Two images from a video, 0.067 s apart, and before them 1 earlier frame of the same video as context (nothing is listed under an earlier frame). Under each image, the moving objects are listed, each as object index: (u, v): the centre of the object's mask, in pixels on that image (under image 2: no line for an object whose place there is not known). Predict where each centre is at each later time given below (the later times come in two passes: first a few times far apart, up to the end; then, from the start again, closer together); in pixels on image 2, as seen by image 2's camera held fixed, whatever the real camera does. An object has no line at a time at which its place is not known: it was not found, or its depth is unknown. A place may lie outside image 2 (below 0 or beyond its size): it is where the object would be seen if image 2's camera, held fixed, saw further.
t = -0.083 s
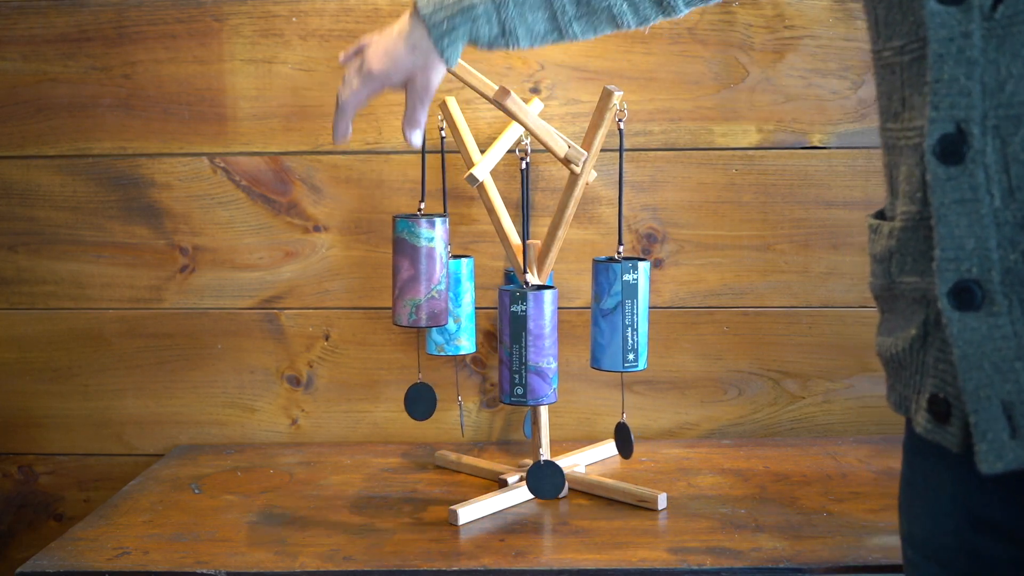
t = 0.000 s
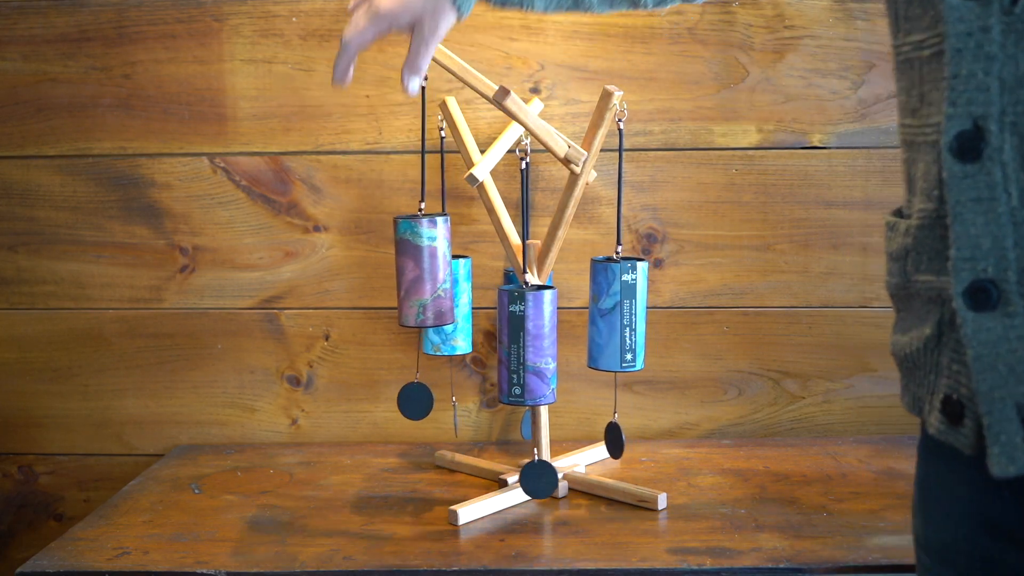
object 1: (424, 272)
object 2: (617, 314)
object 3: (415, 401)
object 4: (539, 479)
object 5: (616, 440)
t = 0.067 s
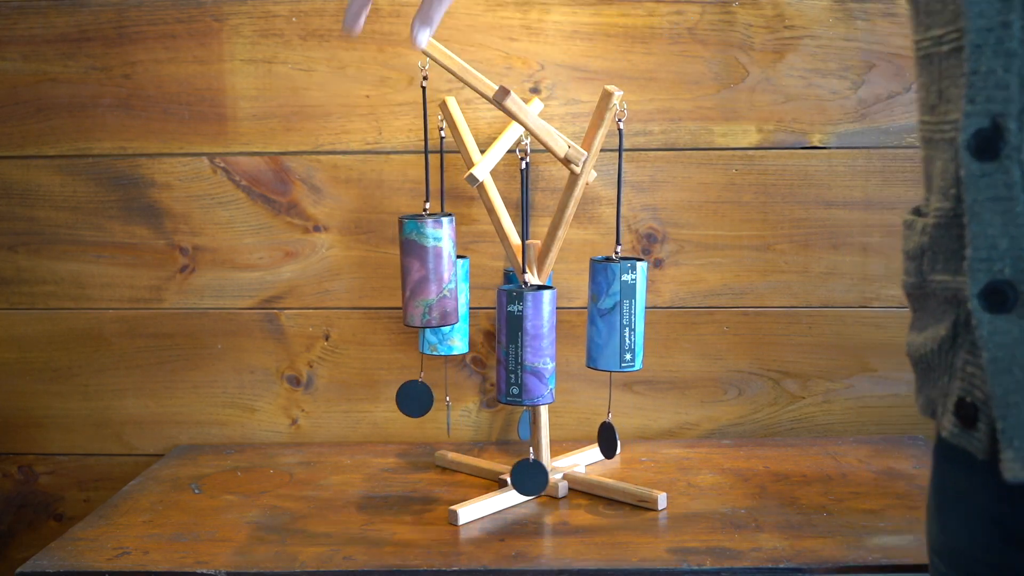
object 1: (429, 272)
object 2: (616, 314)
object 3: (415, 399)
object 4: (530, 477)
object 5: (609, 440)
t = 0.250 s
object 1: (438, 272)
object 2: (618, 314)
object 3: (437, 391)
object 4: (515, 470)
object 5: (607, 441)
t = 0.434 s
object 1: (434, 272)
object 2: (623, 314)
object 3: (454, 389)
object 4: (516, 470)
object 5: (625, 441)
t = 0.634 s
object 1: (424, 273)
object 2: (627, 314)
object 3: (435, 397)
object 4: (537, 476)
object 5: (643, 439)
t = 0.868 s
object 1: (419, 272)
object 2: (622, 314)
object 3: (395, 398)
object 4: (534, 477)
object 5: (626, 440)
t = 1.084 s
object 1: (427, 272)
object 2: (616, 314)
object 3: (425, 396)
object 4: (520, 474)
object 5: (607, 441)
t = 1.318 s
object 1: (435, 272)
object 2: (618, 314)
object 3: (459, 392)
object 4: (524, 475)
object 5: (618, 441)
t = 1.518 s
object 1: (432, 272)
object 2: (624, 314)
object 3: (439, 395)
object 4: (529, 476)
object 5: (636, 439)
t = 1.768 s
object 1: (421, 272)
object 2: (626, 314)
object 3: (402, 394)
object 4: (525, 474)
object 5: (629, 440)
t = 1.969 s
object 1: (420, 272)
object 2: (620, 314)
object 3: (419, 398)
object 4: (528, 475)
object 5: (615, 441)
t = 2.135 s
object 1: (427, 271)
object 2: (616, 314)
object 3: (438, 398)
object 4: (534, 478)
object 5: (613, 441)
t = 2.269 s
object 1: (433, 271)
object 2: (616, 314)
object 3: (443, 396)
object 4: (532, 476)
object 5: (617, 440)
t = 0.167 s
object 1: (434, 272)
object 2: (616, 314)
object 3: (424, 395)
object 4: (518, 473)
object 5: (605, 439)
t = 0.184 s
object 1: (435, 272)
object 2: (616, 314)
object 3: (427, 394)
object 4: (517, 472)
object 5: (604, 439)
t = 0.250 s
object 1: (438, 272)
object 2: (618, 314)
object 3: (437, 391)
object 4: (515, 470)
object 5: (607, 441)
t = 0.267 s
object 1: (438, 272)
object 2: (618, 314)
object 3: (439, 390)
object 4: (514, 470)
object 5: (608, 441)
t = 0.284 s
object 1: (438, 272)
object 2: (618, 314)
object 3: (441, 390)
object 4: (513, 469)
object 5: (608, 441)
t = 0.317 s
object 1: (437, 272)
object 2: (619, 314)
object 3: (445, 389)
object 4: (512, 469)
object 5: (610, 440)
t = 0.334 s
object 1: (437, 272)
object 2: (620, 314)
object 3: (446, 389)
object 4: (512, 469)
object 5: (612, 440)
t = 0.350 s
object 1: (437, 272)
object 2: (620, 314)
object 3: (448, 388)
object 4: (512, 468)
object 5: (614, 441)
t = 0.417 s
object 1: (435, 272)
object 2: (622, 313)
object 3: (453, 389)
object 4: (515, 469)
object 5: (622, 440)
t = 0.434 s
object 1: (434, 272)
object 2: (623, 314)
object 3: (454, 389)
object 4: (516, 470)
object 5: (625, 441)
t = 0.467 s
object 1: (433, 272)
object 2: (624, 313)
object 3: (454, 390)
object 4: (519, 471)
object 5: (629, 441)
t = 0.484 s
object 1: (432, 272)
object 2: (625, 313)
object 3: (454, 391)
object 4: (523, 472)
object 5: (631, 440)
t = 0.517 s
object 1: (430, 272)
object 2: (625, 314)
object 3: (453, 391)
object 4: (525, 473)
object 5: (634, 440)
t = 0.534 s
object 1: (429, 272)
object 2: (626, 313)
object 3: (451, 392)
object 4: (527, 474)
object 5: (636, 440)
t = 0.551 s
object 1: (428, 272)
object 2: (626, 313)
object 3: (450, 393)
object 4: (529, 474)
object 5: (637, 440)
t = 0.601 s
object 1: (425, 273)
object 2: (627, 314)
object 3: (442, 395)
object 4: (535, 475)
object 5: (641, 440)
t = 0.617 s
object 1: (425, 273)
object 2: (627, 314)
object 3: (438, 396)
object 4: (536, 476)
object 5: (642, 439)
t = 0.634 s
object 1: (424, 273)
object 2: (627, 314)
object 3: (435, 397)
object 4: (537, 476)
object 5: (643, 439)
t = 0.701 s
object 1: (421, 272)
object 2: (626, 314)
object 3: (419, 399)
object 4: (540, 477)
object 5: (643, 439)
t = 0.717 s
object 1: (420, 273)
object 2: (626, 314)
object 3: (415, 399)
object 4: (540, 478)
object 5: (642, 439)
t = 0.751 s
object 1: (419, 273)
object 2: (626, 314)
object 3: (409, 399)
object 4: (540, 478)
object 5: (640, 439)
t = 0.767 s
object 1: (419, 273)
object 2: (625, 314)
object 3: (406, 399)
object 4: (539, 478)
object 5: (638, 439)
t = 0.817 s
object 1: (419, 273)
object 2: (624, 314)
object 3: (399, 398)
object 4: (537, 478)
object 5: (633, 440)
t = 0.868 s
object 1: (419, 272)
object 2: (622, 314)
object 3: (395, 398)
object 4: (534, 477)
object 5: (626, 440)
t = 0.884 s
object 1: (419, 272)
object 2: (622, 314)
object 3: (395, 397)
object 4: (533, 477)
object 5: (624, 440)
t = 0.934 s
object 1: (420, 272)
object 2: (620, 314)
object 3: (397, 397)
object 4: (528, 476)
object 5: (618, 441)
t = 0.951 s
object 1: (421, 272)
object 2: (620, 314)
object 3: (399, 397)
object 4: (527, 476)
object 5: (616, 440)
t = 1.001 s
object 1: (423, 272)
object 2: (618, 314)
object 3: (407, 396)
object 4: (523, 475)
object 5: (610, 441)
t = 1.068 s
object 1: (426, 272)
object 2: (617, 314)
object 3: (421, 396)
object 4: (520, 474)
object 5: (607, 441)
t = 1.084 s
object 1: (427, 272)
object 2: (616, 314)
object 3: (425, 396)
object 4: (520, 474)
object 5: (607, 441)
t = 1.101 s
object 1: (428, 272)
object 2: (616, 314)
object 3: (428, 396)
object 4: (520, 474)
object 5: (606, 441)
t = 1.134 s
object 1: (429, 272)
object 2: (616, 314)
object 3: (436, 395)
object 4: (519, 473)
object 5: (606, 441)
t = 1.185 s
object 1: (432, 272)
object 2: (616, 314)
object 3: (445, 394)
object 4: (520, 473)
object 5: (606, 440)
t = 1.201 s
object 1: (432, 272)
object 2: (616, 314)
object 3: (448, 394)
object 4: (520, 473)
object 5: (607, 440)
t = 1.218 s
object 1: (433, 272)
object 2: (616, 314)
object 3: (451, 394)
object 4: (520, 473)
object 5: (608, 440)
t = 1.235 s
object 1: (433, 272)
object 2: (616, 314)
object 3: (453, 393)
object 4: (521, 474)
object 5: (609, 441)
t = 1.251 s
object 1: (434, 272)
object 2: (616, 314)
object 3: (455, 393)
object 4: (521, 474)
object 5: (610, 441)
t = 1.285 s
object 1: (435, 272)
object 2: (617, 314)
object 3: (458, 393)
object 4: (522, 474)
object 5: (613, 441)
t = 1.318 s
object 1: (435, 272)
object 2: (618, 314)
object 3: (459, 392)
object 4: (524, 475)
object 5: (618, 441)
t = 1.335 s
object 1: (435, 272)
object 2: (618, 313)
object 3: (459, 392)
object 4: (525, 475)
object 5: (620, 440)
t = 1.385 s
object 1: (435, 272)
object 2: (620, 314)
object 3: (458, 393)
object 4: (527, 475)
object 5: (625, 440)
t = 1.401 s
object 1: (435, 272)
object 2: (620, 314)
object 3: (457, 393)
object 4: (528, 475)
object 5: (627, 440)
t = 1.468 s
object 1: (434, 272)
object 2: (622, 314)
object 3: (448, 394)
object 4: (530, 476)
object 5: (633, 439)
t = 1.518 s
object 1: (432, 272)
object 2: (624, 314)
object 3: (439, 395)
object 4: (529, 476)
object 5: (636, 439)
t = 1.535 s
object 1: (431, 272)
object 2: (624, 314)
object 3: (435, 395)
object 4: (529, 476)
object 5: (637, 439)
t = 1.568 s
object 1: (429, 271)
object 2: (625, 314)
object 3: (428, 394)
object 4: (528, 475)
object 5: (638, 439)
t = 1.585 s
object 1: (429, 272)
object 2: (626, 314)
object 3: (424, 394)
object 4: (528, 475)
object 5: (638, 439)
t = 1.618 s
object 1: (427, 272)
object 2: (626, 314)
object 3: (418, 394)
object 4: (527, 475)
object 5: (638, 439)
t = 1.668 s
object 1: (425, 272)
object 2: (626, 314)
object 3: (410, 394)
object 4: (526, 475)
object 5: (636, 439)
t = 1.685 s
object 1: (424, 272)
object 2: (626, 314)
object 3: (408, 394)
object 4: (526, 475)
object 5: (635, 440)
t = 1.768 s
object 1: (421, 272)
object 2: (626, 314)
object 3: (402, 394)
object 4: (525, 474)
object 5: (629, 440)
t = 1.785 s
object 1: (420, 272)
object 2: (626, 314)
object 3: (402, 394)
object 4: (524, 474)
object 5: (628, 440)
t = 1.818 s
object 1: (419, 272)
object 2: (625, 314)
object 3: (403, 395)
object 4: (524, 474)
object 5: (625, 441)
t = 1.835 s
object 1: (419, 272)
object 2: (625, 314)
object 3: (404, 395)
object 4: (524, 474)
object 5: (624, 441)
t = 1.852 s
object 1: (419, 272)
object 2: (624, 314)
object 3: (405, 395)
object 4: (524, 474)
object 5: (623, 441)
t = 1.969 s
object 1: (420, 272)
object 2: (620, 314)
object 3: (419, 398)
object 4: (528, 475)
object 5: (615, 441)
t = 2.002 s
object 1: (421, 271)
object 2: (619, 314)
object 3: (423, 399)
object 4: (530, 476)
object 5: (614, 441)
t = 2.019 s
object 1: (422, 271)
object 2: (619, 314)
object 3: (425, 399)
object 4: (530, 476)
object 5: (613, 441)
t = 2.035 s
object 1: (423, 271)
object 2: (618, 314)
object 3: (427, 399)
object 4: (531, 477)
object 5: (613, 441)
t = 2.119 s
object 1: (427, 271)
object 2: (616, 314)
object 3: (437, 398)
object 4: (534, 478)
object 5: (613, 441)
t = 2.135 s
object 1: (427, 271)
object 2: (616, 314)
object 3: (438, 398)
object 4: (534, 478)
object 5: (613, 441)
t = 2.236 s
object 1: (432, 270)
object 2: (616, 314)
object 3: (444, 397)
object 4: (533, 477)
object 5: (616, 440)
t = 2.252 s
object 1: (433, 270)
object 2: (616, 314)
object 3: (444, 396)
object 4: (532, 476)
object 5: (617, 440)
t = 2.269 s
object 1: (433, 271)
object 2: (616, 314)
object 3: (443, 396)
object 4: (532, 476)
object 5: (617, 440)
